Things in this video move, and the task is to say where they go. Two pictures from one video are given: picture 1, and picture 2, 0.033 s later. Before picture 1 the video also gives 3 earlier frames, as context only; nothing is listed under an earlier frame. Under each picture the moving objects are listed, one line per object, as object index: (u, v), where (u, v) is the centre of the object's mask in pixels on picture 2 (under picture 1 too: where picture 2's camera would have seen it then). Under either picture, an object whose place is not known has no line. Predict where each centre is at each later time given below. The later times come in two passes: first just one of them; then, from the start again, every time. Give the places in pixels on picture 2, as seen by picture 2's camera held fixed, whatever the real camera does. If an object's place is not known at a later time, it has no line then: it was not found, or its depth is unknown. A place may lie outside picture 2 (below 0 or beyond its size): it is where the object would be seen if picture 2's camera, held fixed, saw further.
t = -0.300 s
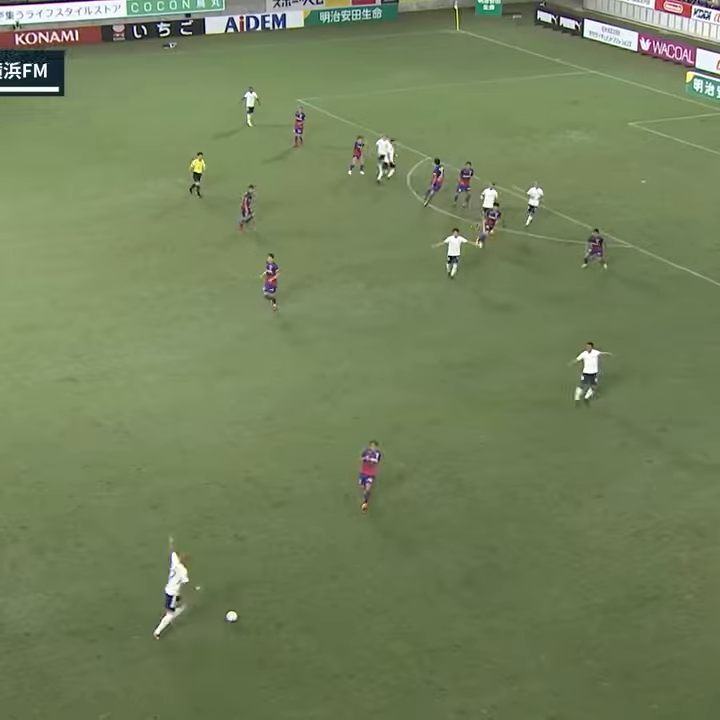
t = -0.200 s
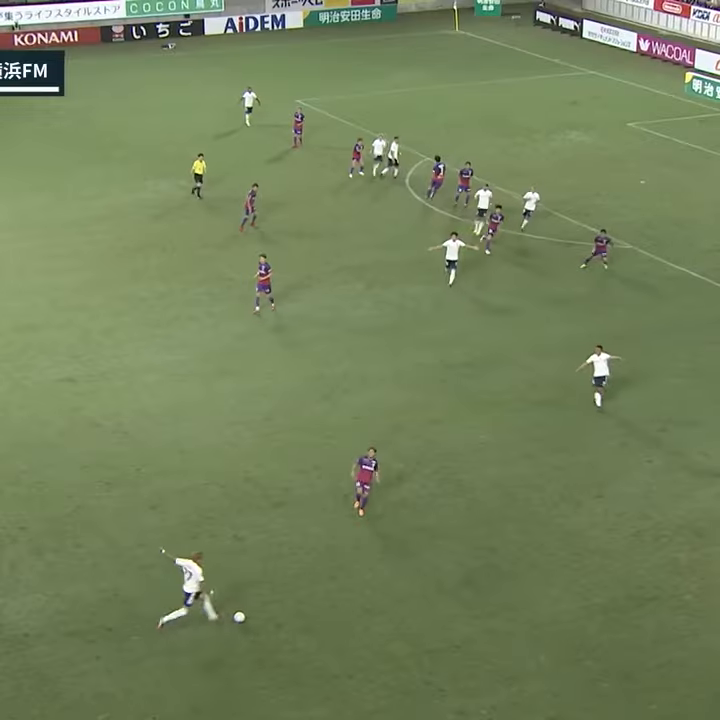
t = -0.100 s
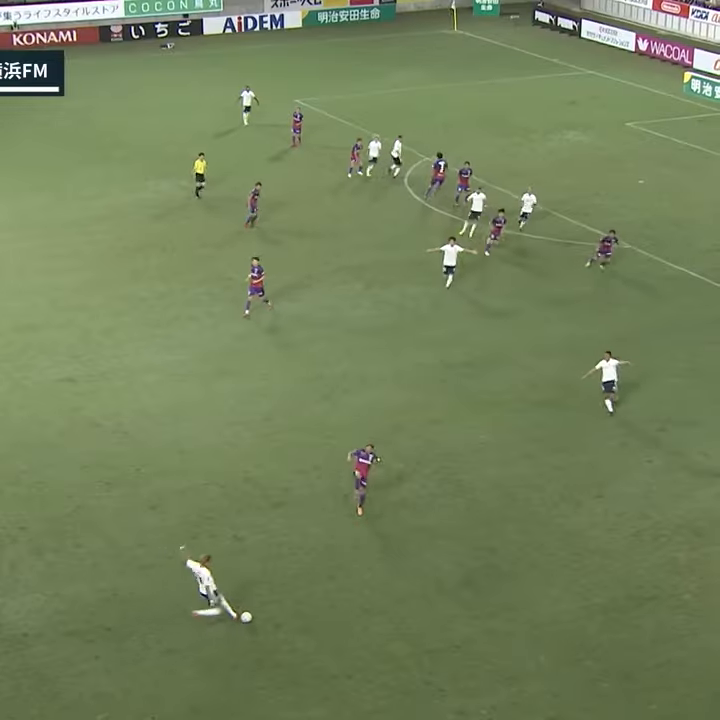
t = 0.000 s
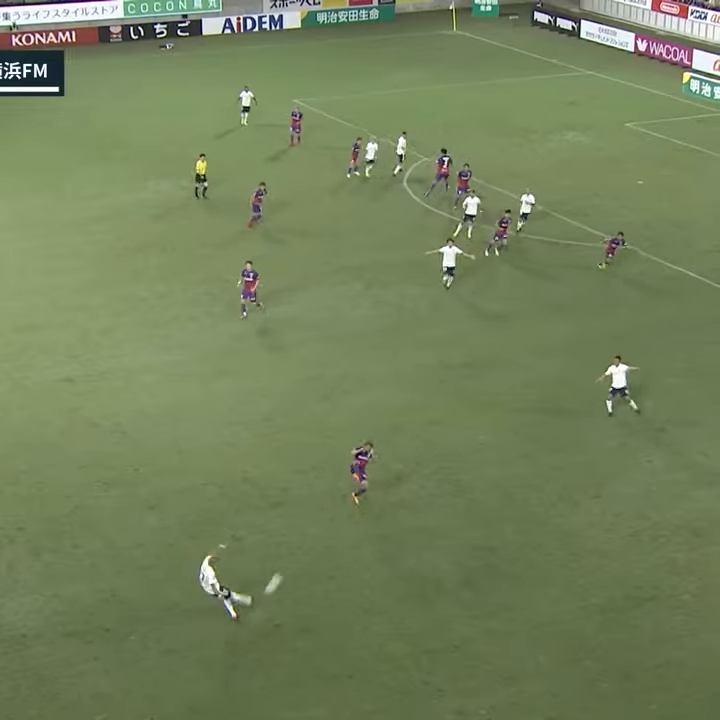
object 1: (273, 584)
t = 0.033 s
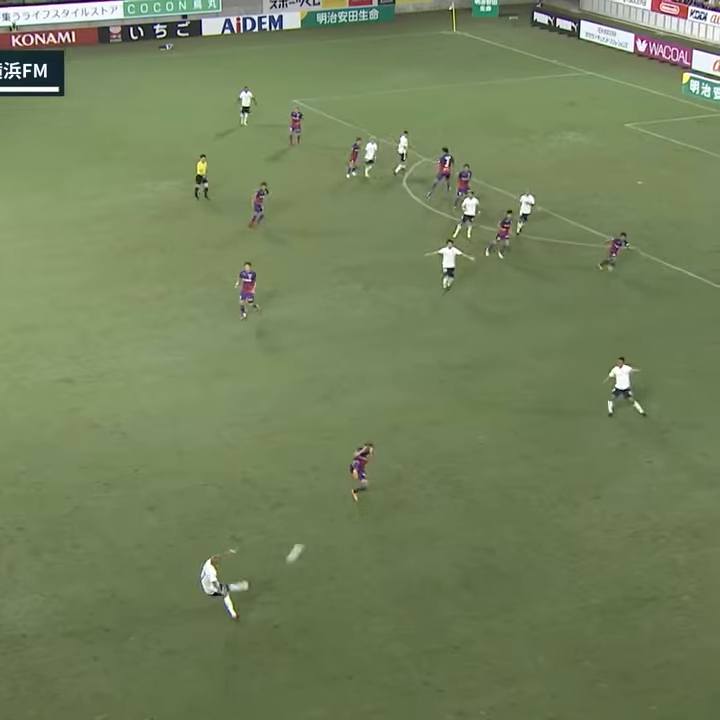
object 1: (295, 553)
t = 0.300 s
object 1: (427, 350)
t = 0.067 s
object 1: (314, 524)
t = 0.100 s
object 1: (333, 495)
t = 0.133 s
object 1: (350, 469)
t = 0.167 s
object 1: (368, 442)
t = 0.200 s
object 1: (384, 417)
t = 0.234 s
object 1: (399, 394)
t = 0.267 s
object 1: (414, 371)
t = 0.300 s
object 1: (427, 350)
